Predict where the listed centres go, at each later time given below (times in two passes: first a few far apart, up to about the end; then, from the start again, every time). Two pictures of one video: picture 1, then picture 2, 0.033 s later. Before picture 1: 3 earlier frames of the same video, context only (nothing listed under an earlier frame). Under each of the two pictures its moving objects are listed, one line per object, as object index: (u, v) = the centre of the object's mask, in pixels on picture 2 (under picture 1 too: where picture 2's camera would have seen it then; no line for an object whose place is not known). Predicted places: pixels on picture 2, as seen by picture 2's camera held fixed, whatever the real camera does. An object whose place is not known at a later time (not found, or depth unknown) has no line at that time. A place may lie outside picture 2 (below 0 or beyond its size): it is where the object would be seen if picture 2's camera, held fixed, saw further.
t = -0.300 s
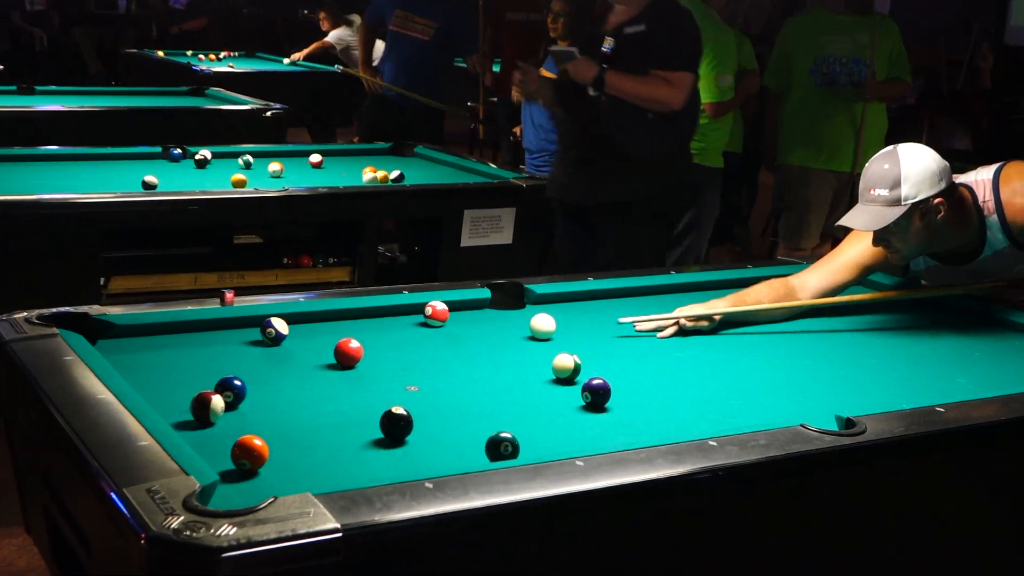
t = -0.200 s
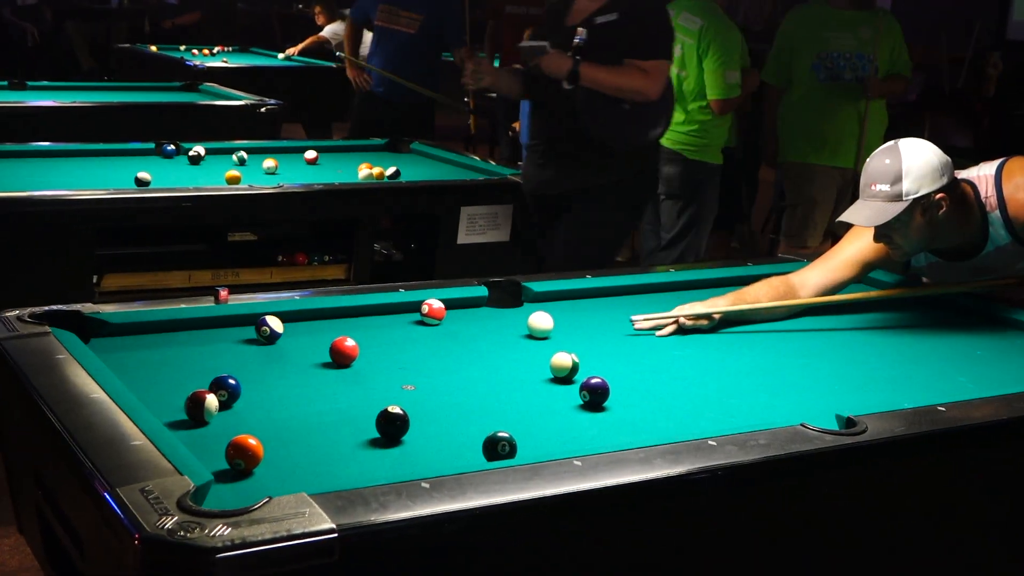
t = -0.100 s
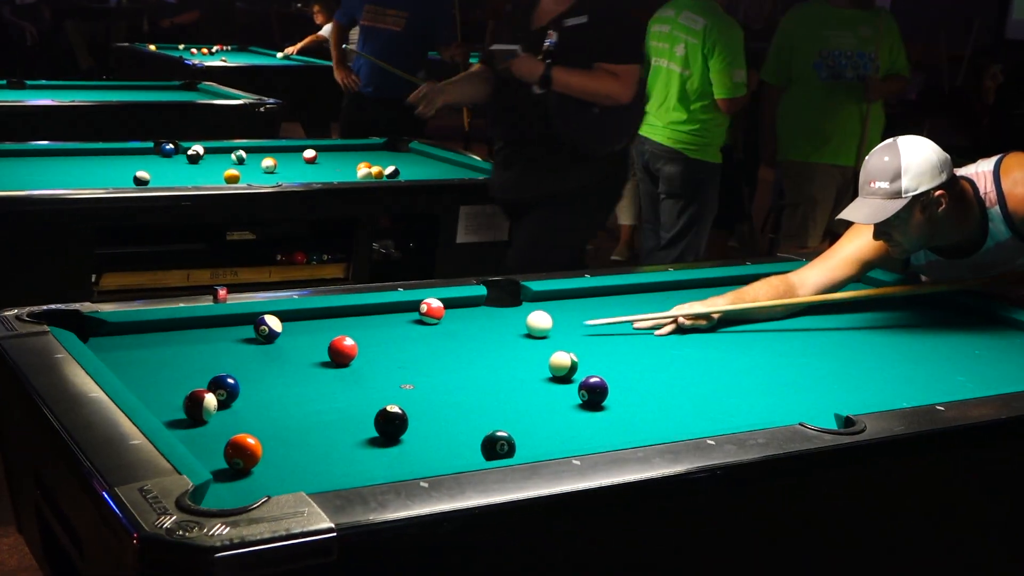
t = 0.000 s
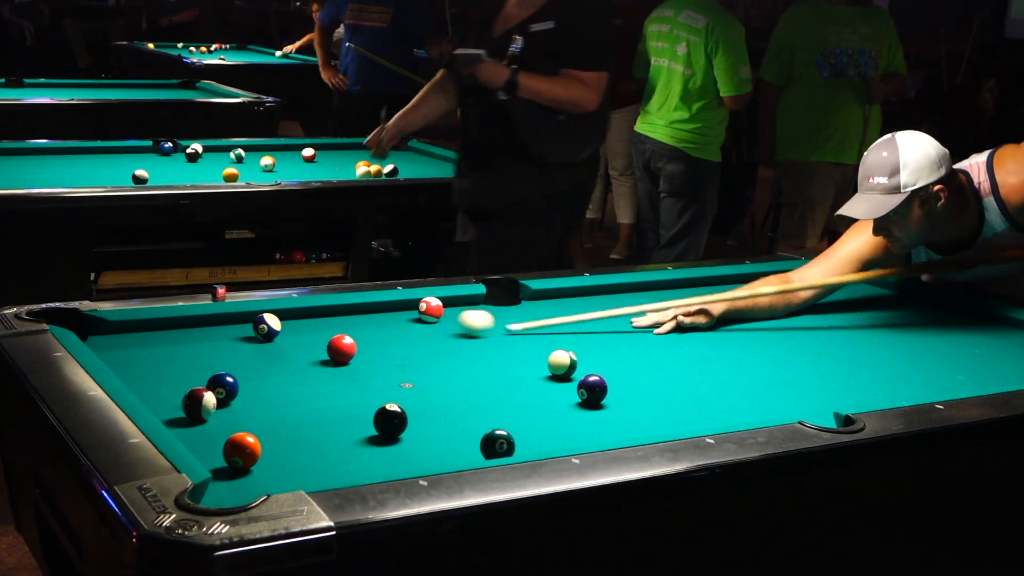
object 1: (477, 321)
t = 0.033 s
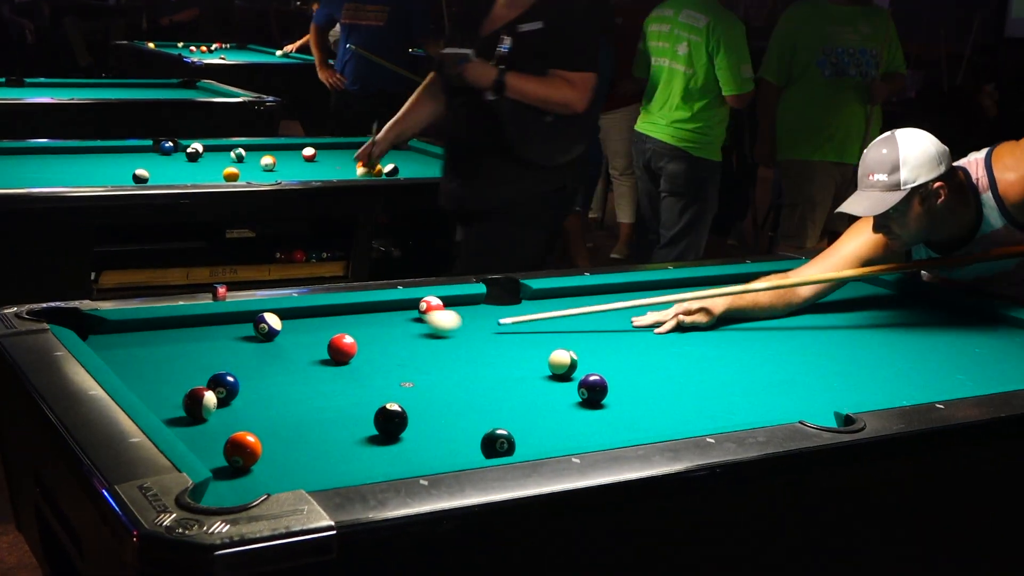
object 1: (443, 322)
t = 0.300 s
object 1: (301, 325)
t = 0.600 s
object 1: (319, 324)
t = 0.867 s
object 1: (330, 322)
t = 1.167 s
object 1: (339, 322)
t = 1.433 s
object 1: (344, 322)
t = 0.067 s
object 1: (410, 323)
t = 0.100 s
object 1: (379, 323)
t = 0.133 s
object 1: (349, 322)
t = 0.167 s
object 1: (319, 324)
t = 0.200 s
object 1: (295, 326)
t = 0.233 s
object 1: (296, 326)
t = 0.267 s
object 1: (299, 325)
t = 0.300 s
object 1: (301, 325)
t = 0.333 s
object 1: (303, 325)
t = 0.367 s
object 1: (305, 325)
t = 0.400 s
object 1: (307, 325)
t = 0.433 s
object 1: (309, 325)
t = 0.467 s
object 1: (311, 325)
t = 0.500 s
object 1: (313, 324)
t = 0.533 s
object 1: (315, 324)
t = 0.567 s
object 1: (317, 324)
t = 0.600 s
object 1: (319, 324)
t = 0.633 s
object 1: (321, 323)
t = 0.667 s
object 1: (322, 323)
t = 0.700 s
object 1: (324, 323)
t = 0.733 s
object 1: (325, 323)
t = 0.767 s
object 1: (326, 323)
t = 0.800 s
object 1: (328, 323)
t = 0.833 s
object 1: (329, 323)
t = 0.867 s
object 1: (330, 322)
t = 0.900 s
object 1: (331, 322)
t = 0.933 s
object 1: (332, 322)
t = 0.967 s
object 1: (333, 322)
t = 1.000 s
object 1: (335, 322)
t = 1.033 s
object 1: (335, 322)
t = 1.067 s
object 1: (336, 322)
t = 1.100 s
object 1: (337, 322)
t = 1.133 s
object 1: (338, 322)
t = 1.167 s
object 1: (339, 322)
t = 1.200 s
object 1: (340, 322)
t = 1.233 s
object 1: (340, 322)
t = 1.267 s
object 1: (341, 322)
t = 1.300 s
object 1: (342, 322)
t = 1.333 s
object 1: (342, 322)
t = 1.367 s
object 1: (343, 322)
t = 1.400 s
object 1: (343, 322)
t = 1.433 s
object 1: (344, 322)
